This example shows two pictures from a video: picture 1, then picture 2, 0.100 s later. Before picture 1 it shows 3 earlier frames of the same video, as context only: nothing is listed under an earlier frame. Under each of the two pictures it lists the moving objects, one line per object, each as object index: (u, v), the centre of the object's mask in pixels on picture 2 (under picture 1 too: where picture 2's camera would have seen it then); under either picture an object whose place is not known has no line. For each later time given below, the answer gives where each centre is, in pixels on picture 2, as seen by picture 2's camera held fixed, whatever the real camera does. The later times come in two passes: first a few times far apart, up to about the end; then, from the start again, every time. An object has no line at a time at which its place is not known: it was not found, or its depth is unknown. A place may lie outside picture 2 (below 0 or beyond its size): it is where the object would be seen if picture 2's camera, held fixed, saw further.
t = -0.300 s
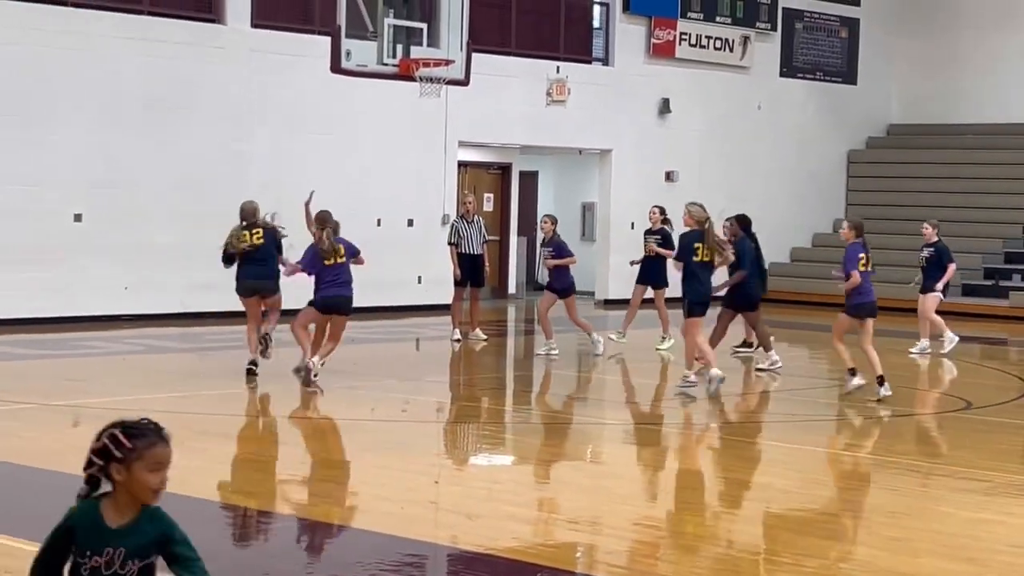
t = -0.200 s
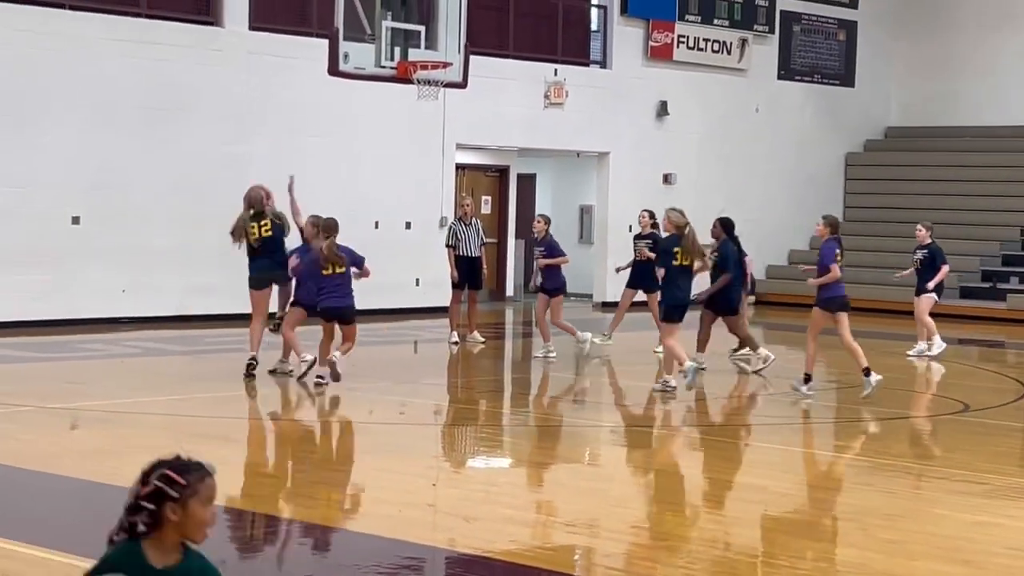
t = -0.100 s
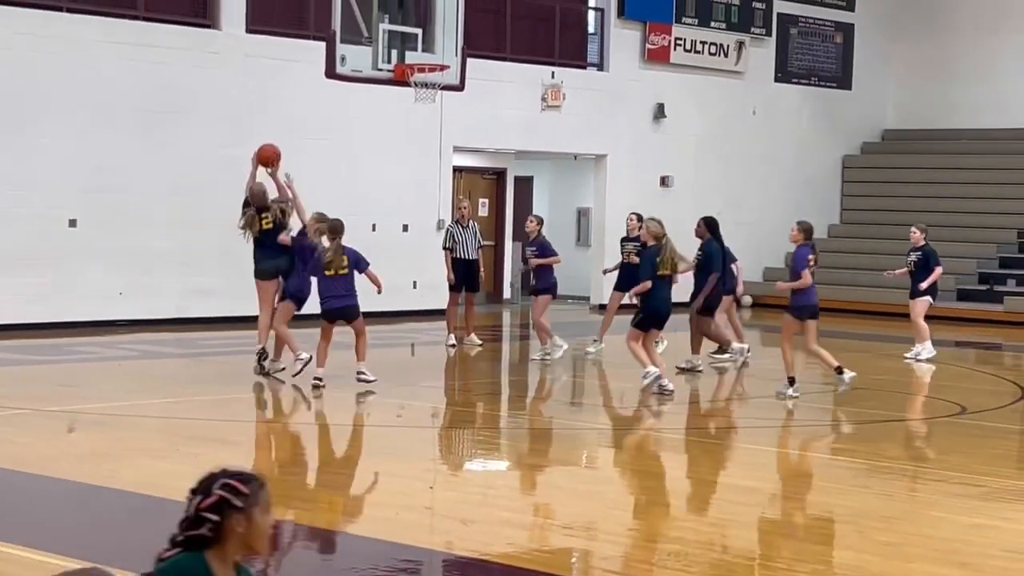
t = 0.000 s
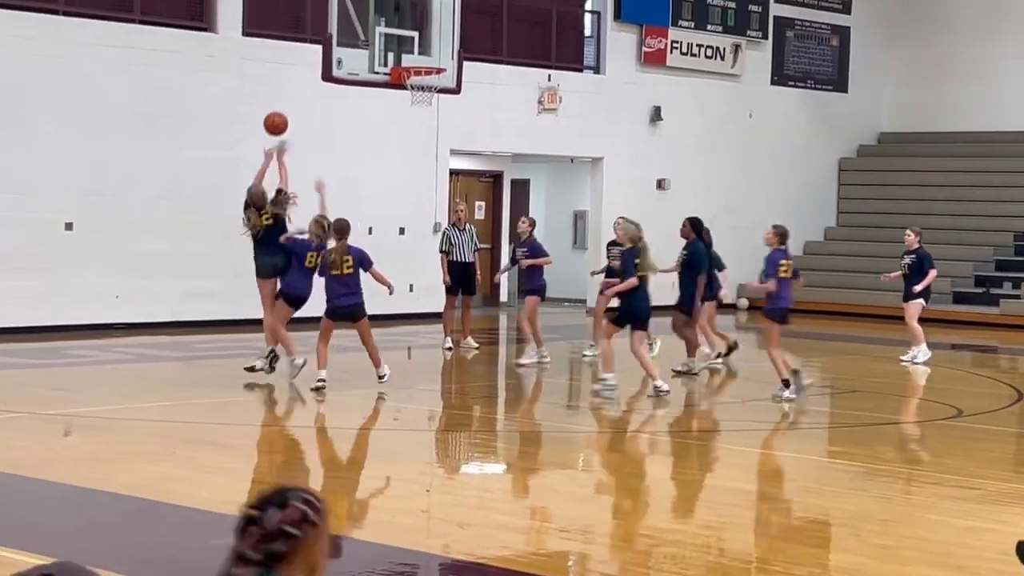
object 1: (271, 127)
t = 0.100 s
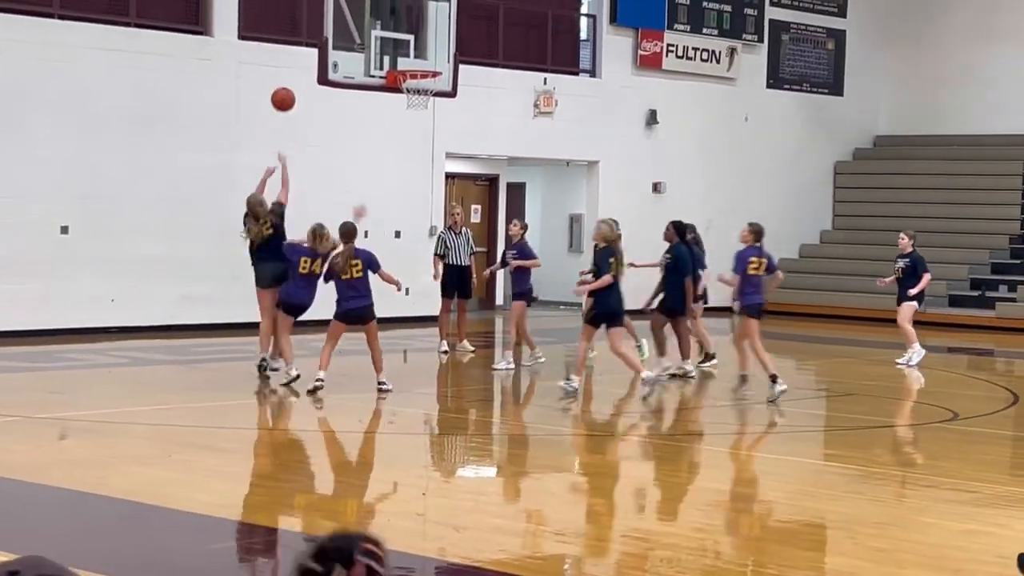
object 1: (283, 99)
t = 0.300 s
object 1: (305, 76)
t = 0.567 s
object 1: (330, 106)
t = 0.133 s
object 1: (287, 92)
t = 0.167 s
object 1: (290, 87)
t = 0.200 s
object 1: (294, 82)
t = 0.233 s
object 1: (298, 79)
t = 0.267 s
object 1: (301, 77)
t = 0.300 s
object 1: (305, 76)
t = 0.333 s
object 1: (308, 76)
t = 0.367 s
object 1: (311, 77)
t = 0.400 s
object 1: (315, 80)
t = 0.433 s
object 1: (318, 83)
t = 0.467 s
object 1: (321, 88)
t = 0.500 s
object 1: (324, 93)
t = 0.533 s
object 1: (327, 99)
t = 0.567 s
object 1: (330, 106)
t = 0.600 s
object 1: (333, 115)
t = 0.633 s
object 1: (336, 125)
